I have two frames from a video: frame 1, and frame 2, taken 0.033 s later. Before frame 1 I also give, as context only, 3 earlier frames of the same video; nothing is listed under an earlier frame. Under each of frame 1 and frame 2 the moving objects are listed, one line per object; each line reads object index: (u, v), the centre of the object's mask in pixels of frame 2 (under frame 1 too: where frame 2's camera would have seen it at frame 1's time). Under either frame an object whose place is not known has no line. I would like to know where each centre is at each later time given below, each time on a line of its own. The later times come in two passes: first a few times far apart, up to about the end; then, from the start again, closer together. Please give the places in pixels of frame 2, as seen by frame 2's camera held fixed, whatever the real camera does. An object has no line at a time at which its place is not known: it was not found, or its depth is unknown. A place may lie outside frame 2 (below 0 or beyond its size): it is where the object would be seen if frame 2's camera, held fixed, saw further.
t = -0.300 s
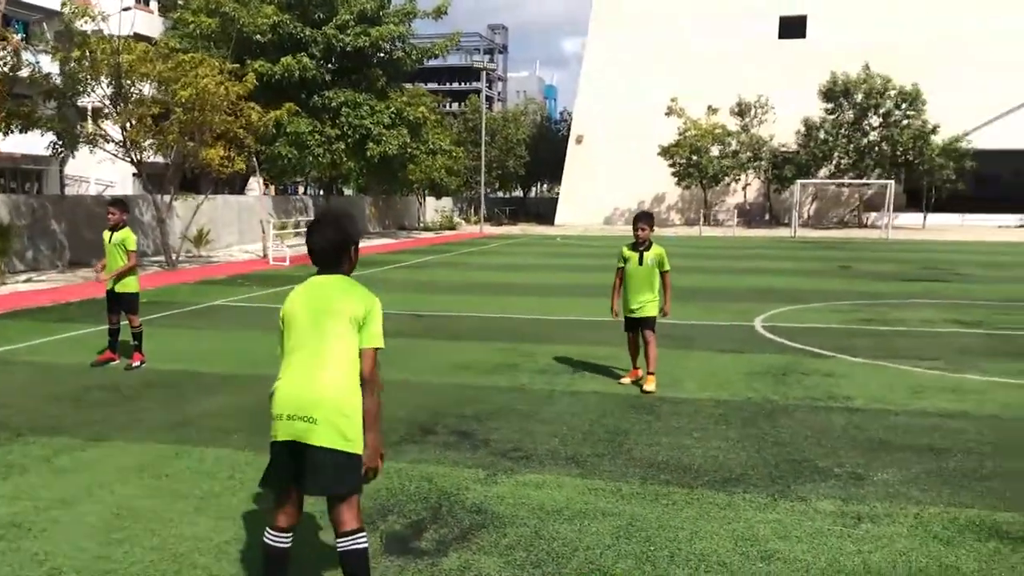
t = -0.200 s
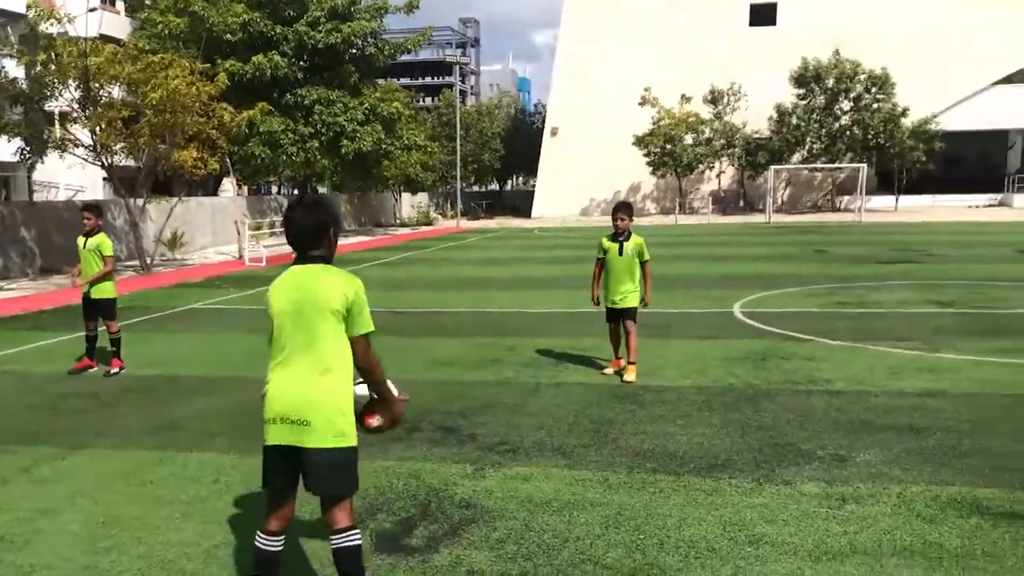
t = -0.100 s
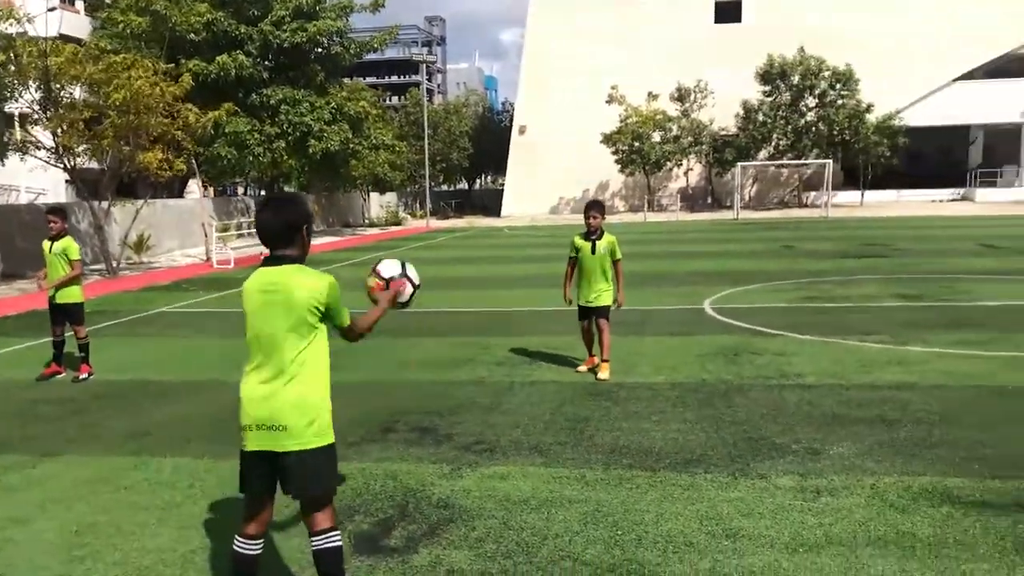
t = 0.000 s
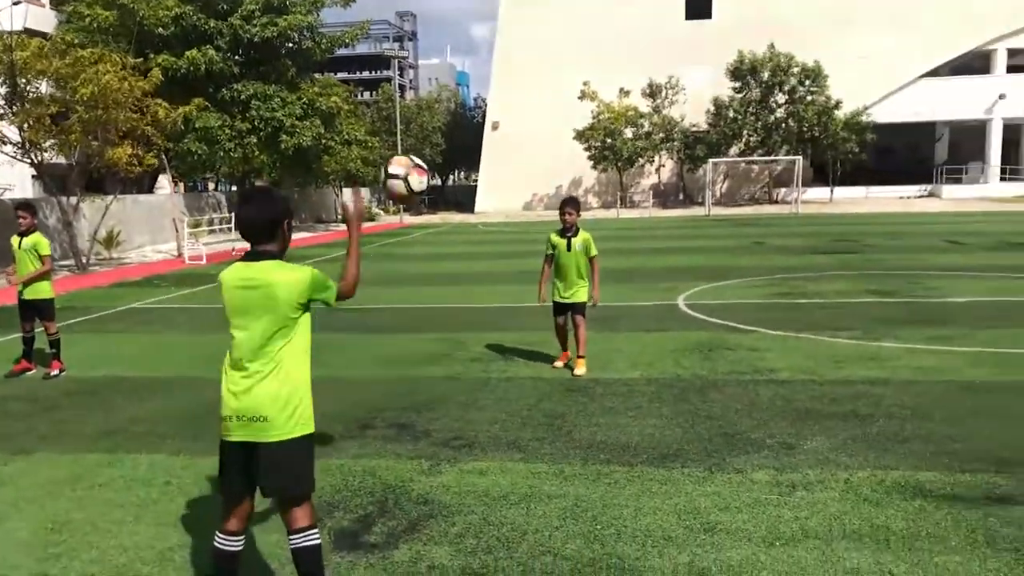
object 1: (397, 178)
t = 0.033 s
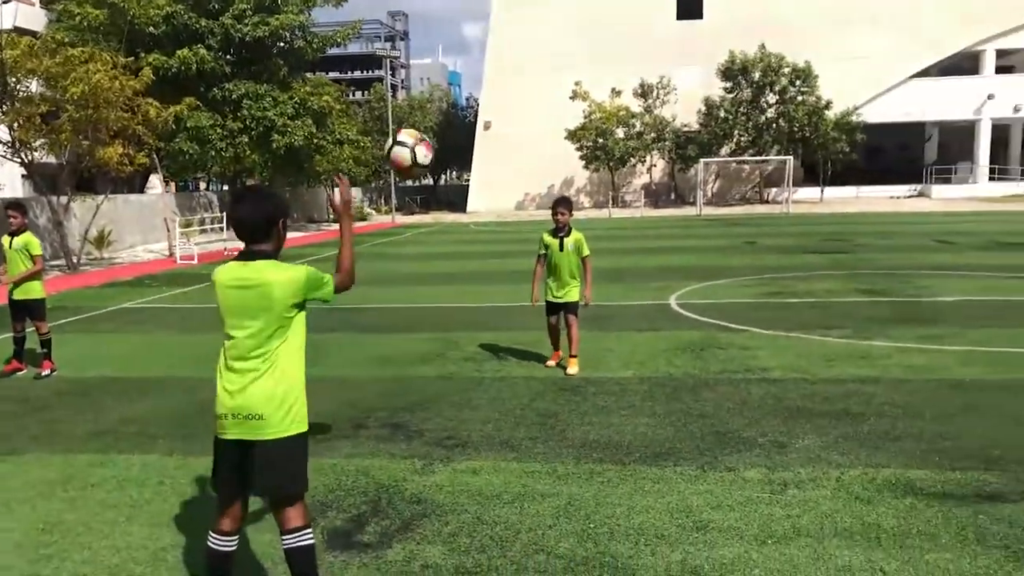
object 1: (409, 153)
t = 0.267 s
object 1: (473, 63)
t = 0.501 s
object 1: (516, 90)
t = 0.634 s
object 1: (537, 139)
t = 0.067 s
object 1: (421, 130)
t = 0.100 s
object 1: (431, 112)
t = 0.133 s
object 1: (440, 95)
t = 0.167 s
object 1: (449, 83)
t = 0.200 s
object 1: (457, 74)
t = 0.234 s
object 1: (465, 68)
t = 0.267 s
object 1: (473, 63)
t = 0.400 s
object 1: (500, 67)
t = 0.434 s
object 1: (506, 73)
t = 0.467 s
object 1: (512, 80)
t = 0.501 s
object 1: (516, 90)
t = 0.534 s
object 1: (522, 100)
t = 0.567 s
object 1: (527, 111)
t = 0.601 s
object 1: (532, 126)
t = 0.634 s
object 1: (537, 139)
